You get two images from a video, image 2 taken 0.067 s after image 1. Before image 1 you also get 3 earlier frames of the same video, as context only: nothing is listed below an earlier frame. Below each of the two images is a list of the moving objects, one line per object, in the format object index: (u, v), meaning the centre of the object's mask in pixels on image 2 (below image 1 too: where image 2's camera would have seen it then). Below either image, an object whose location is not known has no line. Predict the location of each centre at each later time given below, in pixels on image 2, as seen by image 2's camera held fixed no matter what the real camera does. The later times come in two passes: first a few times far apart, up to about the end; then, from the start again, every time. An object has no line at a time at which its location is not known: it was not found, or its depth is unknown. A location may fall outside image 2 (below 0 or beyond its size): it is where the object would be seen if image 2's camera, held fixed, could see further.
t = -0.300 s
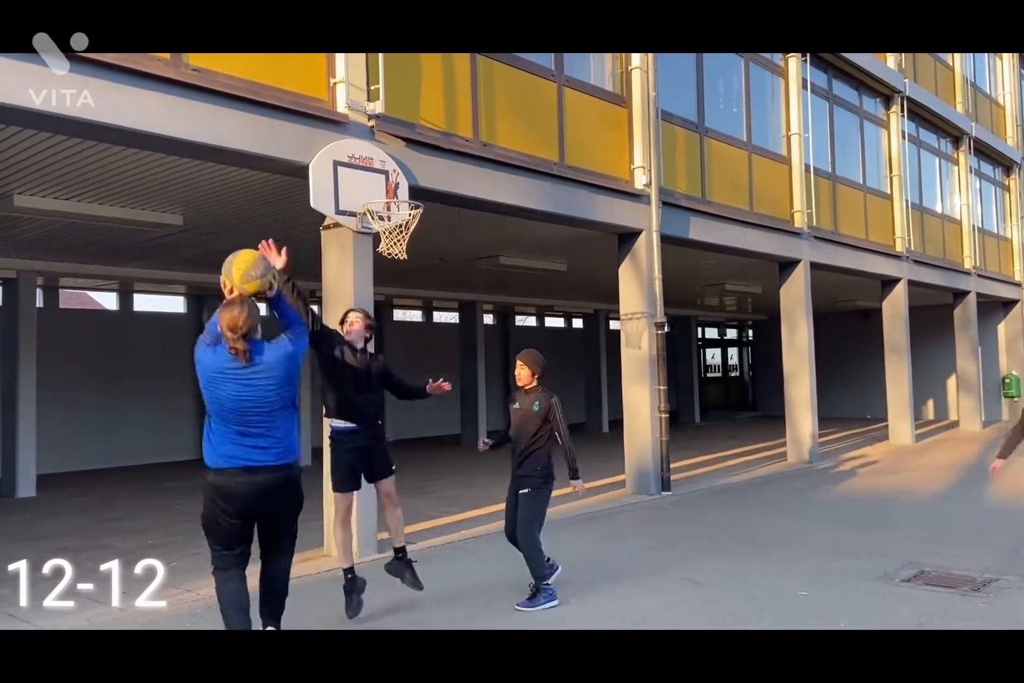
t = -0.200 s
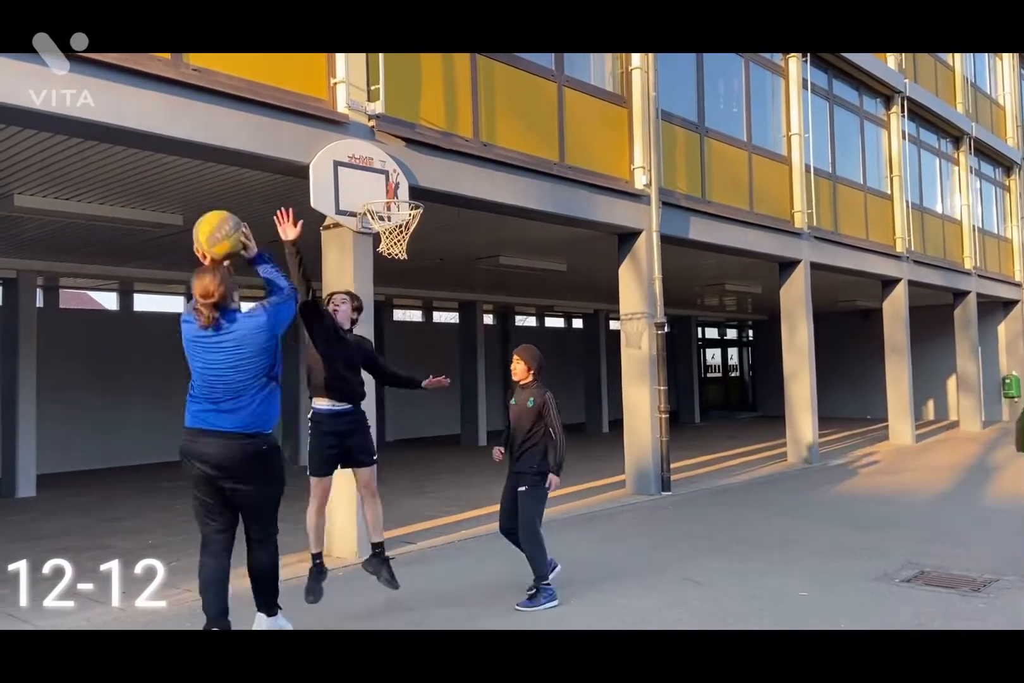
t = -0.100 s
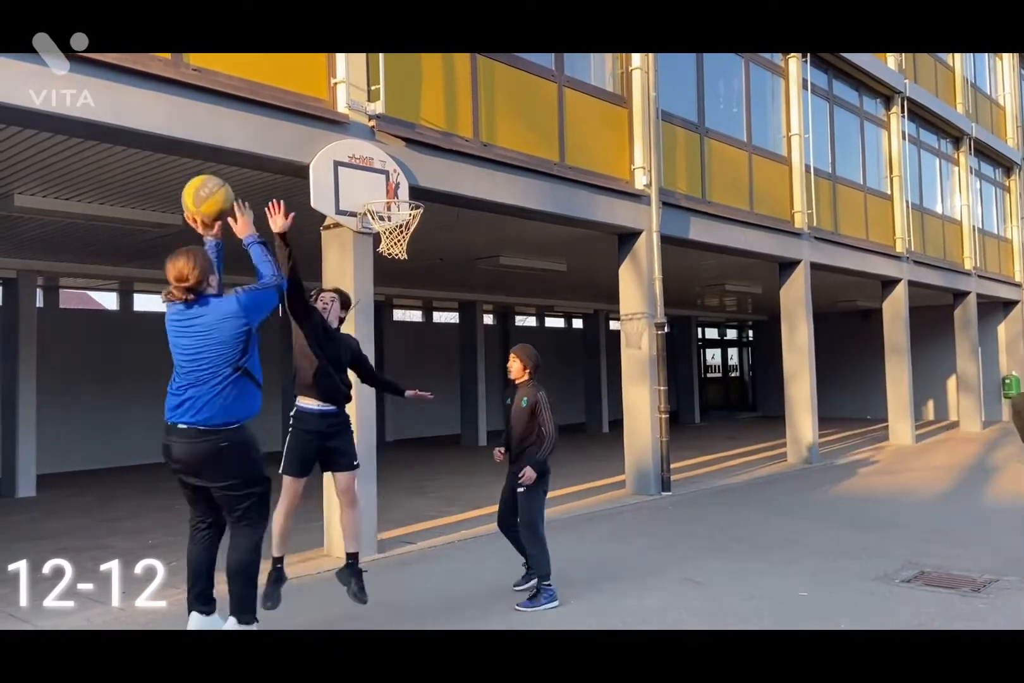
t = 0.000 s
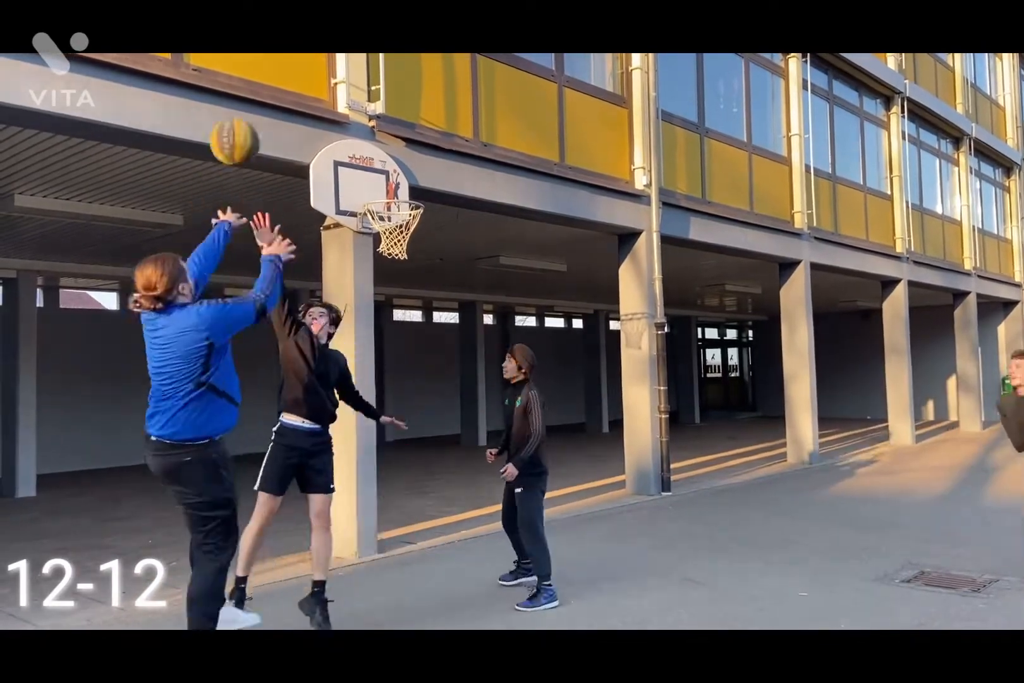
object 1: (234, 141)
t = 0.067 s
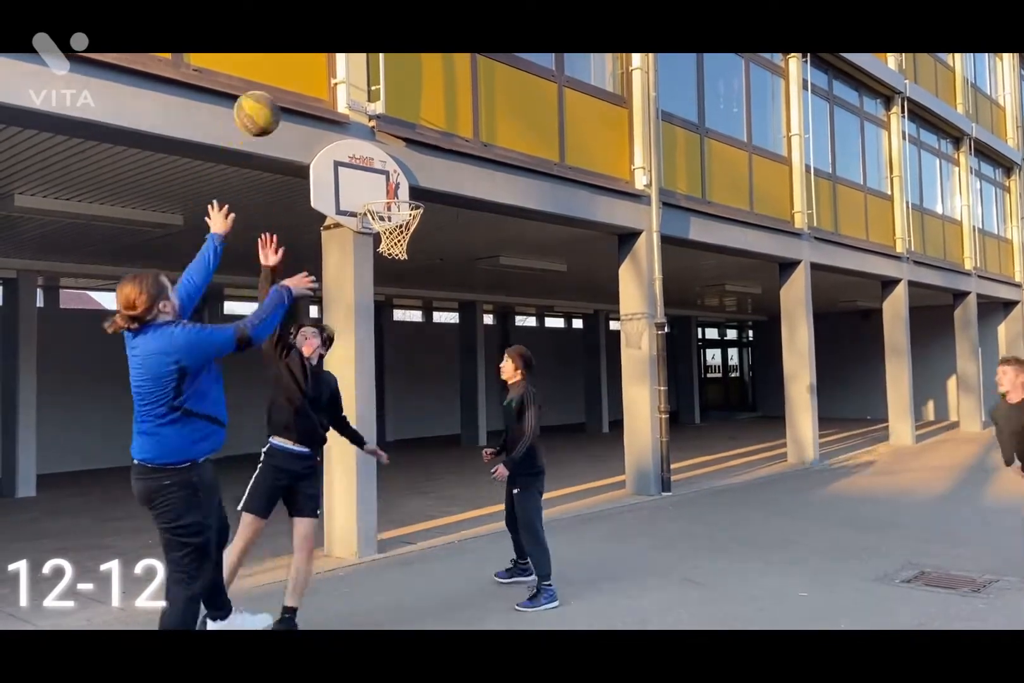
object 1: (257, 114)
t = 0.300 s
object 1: (321, 88)
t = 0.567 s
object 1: (374, 151)
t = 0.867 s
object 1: (380, 131)
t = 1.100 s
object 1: (371, 127)
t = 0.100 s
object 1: (267, 104)
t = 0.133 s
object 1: (276, 96)
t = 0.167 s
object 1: (286, 91)
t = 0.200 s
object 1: (295, 87)
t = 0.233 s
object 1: (304, 86)
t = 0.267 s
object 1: (313, 86)
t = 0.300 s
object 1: (321, 88)
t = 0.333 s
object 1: (328, 91)
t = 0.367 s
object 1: (336, 95)
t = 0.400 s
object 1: (342, 101)
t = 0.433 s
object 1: (349, 110)
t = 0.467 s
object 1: (355, 118)
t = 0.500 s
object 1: (361, 127)
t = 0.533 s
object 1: (368, 139)
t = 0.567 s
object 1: (374, 151)
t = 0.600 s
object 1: (379, 164)
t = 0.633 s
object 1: (385, 178)
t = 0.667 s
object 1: (388, 187)
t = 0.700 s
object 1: (387, 175)
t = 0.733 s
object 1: (387, 164)
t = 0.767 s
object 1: (385, 154)
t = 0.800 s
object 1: (384, 145)
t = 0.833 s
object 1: (382, 137)
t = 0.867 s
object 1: (380, 131)
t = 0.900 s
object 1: (379, 127)
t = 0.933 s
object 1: (377, 123)
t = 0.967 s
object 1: (377, 121)
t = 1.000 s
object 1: (375, 120)
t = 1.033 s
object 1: (374, 121)
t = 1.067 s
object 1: (371, 124)
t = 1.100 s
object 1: (371, 127)
